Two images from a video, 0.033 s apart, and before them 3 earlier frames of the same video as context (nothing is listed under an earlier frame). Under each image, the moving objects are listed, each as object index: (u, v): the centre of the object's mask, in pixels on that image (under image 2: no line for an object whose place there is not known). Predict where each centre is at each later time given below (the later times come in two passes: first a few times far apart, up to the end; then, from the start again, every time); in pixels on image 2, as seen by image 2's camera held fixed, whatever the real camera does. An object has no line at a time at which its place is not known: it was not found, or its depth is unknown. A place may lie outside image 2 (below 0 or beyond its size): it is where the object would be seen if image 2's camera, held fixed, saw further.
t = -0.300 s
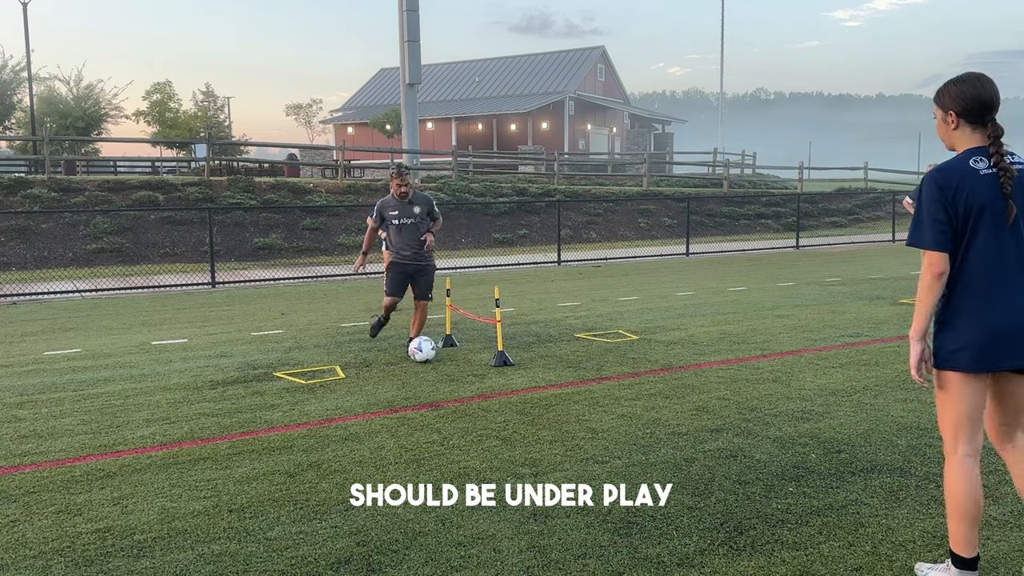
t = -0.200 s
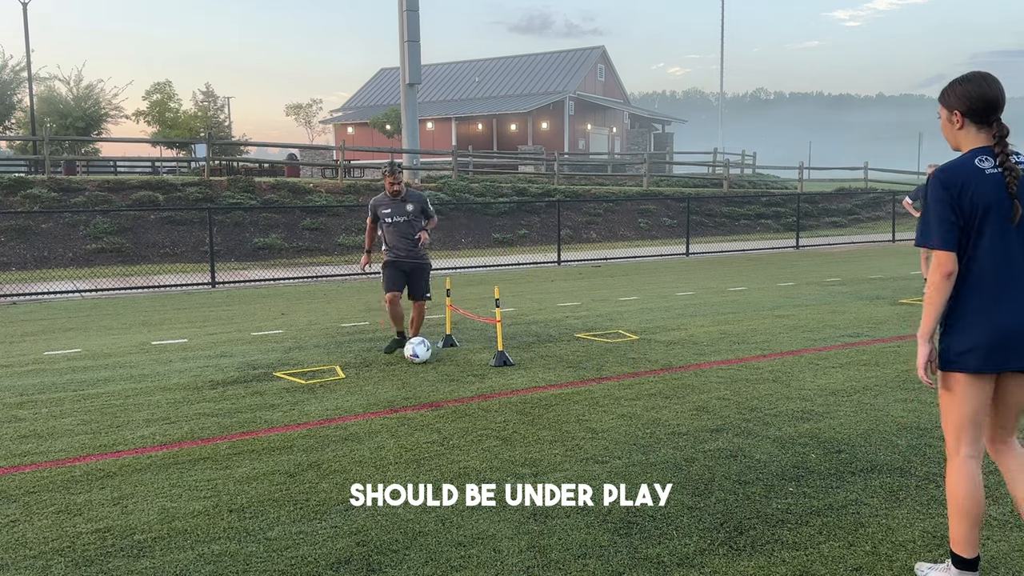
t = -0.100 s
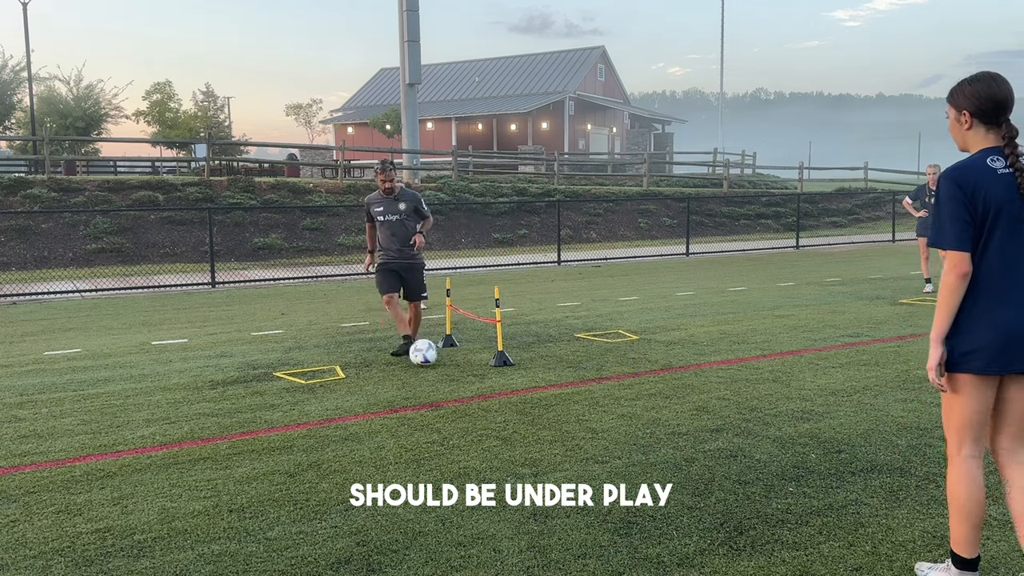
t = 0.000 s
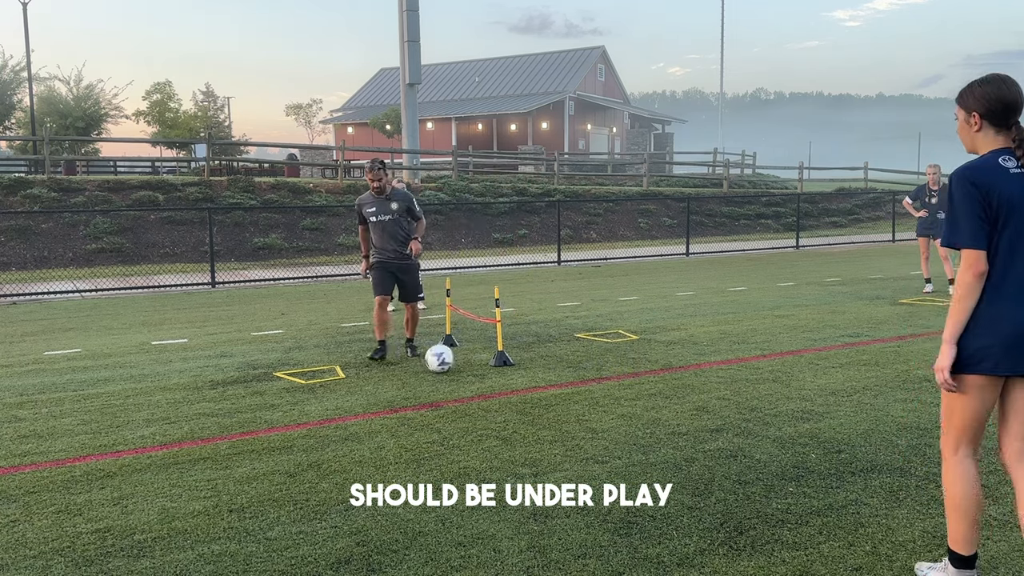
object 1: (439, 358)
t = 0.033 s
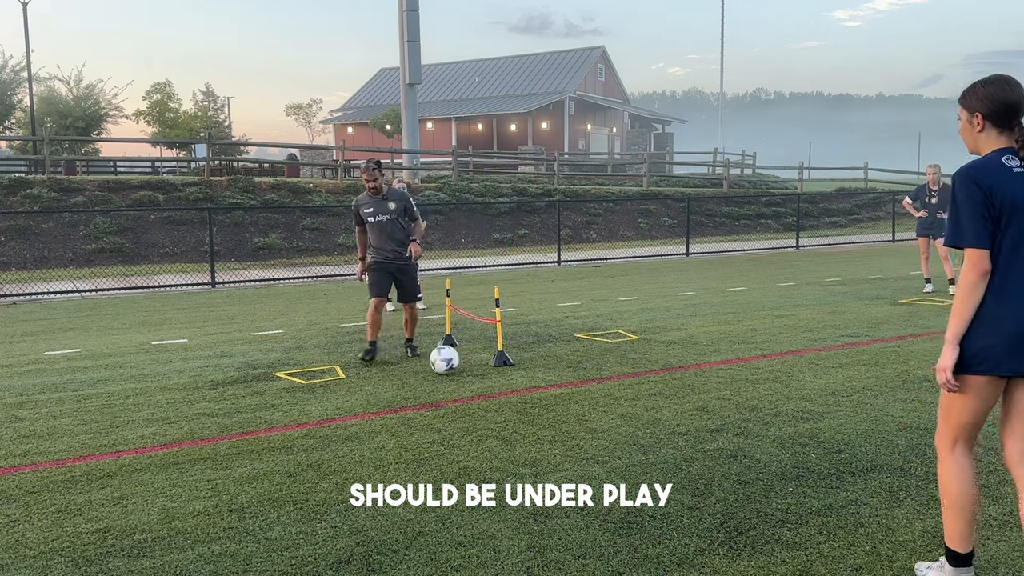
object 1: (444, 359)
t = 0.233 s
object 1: (468, 368)
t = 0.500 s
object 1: (501, 380)
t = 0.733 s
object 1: (531, 392)
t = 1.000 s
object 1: (568, 405)
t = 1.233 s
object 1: (602, 419)
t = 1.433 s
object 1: (633, 432)
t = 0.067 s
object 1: (449, 361)
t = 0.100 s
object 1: (453, 363)
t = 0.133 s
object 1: (457, 364)
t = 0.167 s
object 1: (461, 366)
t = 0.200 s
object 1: (465, 367)
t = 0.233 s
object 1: (468, 368)
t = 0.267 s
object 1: (472, 370)
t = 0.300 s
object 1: (477, 371)
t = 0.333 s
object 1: (481, 373)
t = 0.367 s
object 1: (485, 374)
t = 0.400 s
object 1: (489, 375)
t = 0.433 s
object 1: (493, 377)
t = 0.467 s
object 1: (497, 379)
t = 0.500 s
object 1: (501, 380)
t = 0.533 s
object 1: (505, 382)
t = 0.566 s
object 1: (509, 383)
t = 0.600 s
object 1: (514, 385)
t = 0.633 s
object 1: (518, 386)
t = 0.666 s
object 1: (522, 389)
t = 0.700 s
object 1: (526, 389)
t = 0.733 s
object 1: (531, 392)
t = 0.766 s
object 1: (535, 393)
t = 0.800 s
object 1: (540, 395)
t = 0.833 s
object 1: (544, 397)
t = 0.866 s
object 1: (549, 398)
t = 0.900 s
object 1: (554, 400)
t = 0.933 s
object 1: (558, 402)
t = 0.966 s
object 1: (563, 404)
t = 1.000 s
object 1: (568, 405)
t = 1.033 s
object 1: (573, 408)
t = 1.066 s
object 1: (577, 410)
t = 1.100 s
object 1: (582, 412)
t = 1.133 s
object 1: (587, 413)
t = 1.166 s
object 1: (592, 415)
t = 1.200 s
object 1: (597, 417)
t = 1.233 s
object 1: (602, 419)
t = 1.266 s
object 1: (607, 422)
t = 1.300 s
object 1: (612, 423)
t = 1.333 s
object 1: (617, 425)
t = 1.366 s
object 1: (623, 427)
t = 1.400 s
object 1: (628, 429)
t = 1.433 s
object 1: (633, 432)
